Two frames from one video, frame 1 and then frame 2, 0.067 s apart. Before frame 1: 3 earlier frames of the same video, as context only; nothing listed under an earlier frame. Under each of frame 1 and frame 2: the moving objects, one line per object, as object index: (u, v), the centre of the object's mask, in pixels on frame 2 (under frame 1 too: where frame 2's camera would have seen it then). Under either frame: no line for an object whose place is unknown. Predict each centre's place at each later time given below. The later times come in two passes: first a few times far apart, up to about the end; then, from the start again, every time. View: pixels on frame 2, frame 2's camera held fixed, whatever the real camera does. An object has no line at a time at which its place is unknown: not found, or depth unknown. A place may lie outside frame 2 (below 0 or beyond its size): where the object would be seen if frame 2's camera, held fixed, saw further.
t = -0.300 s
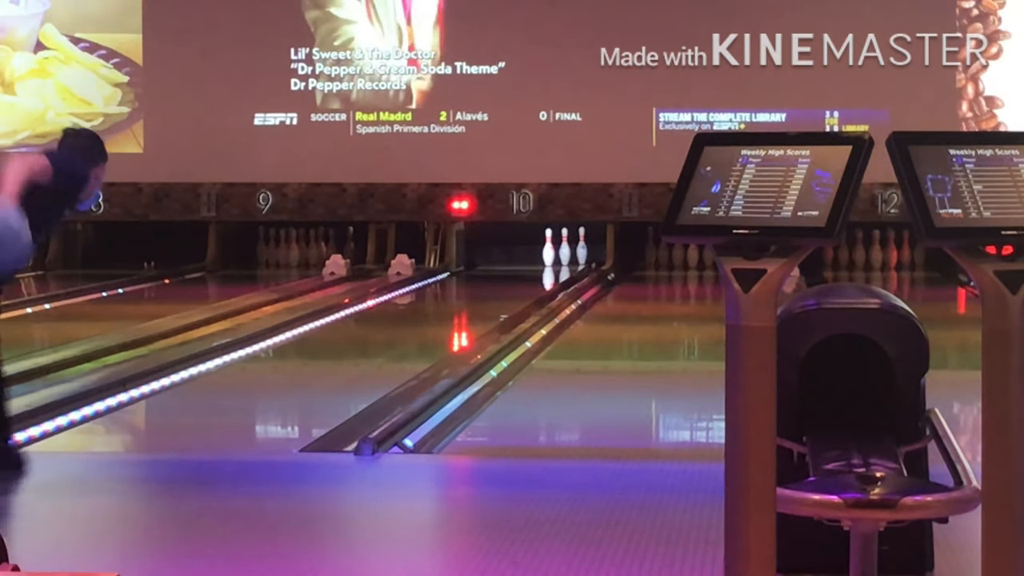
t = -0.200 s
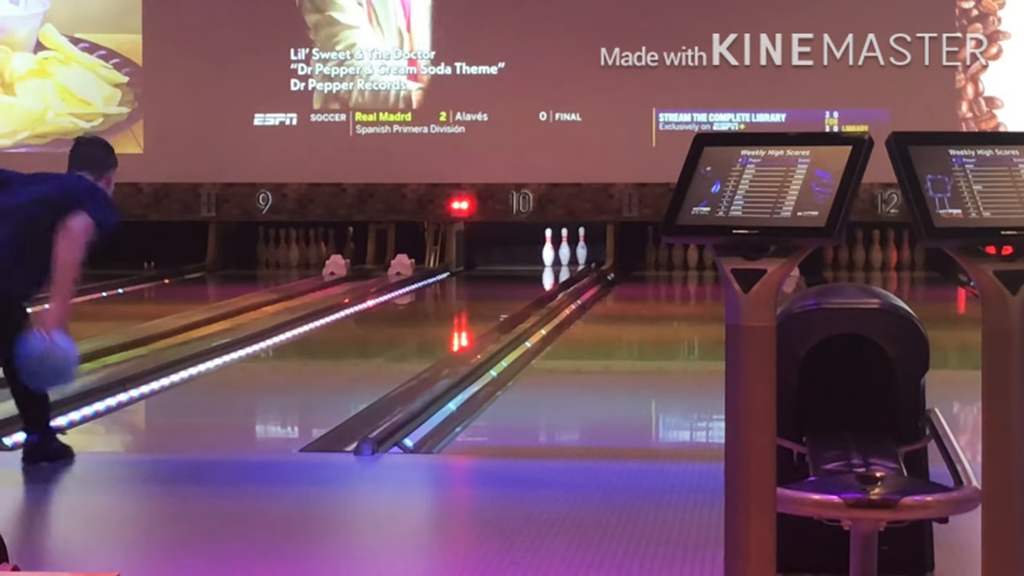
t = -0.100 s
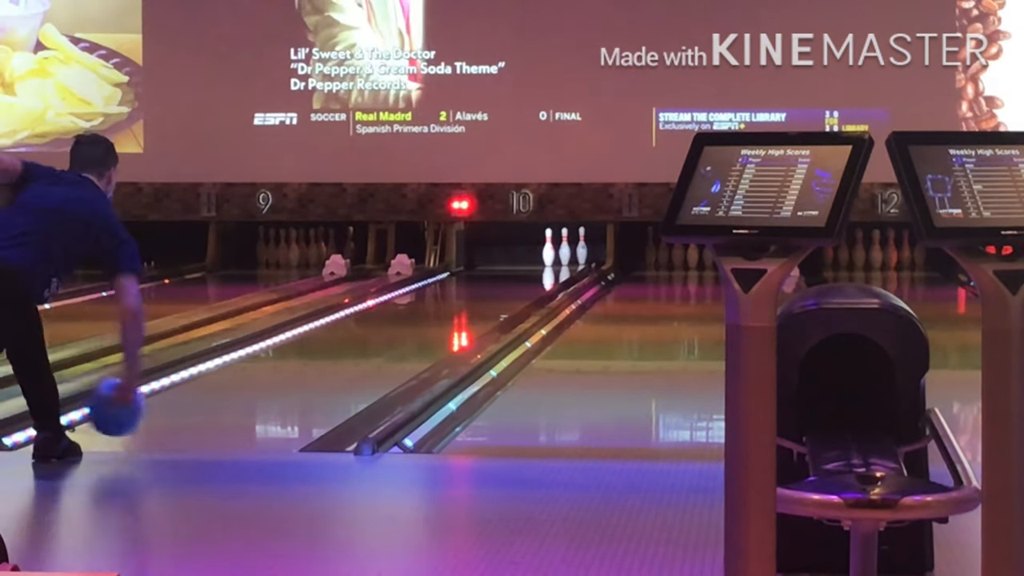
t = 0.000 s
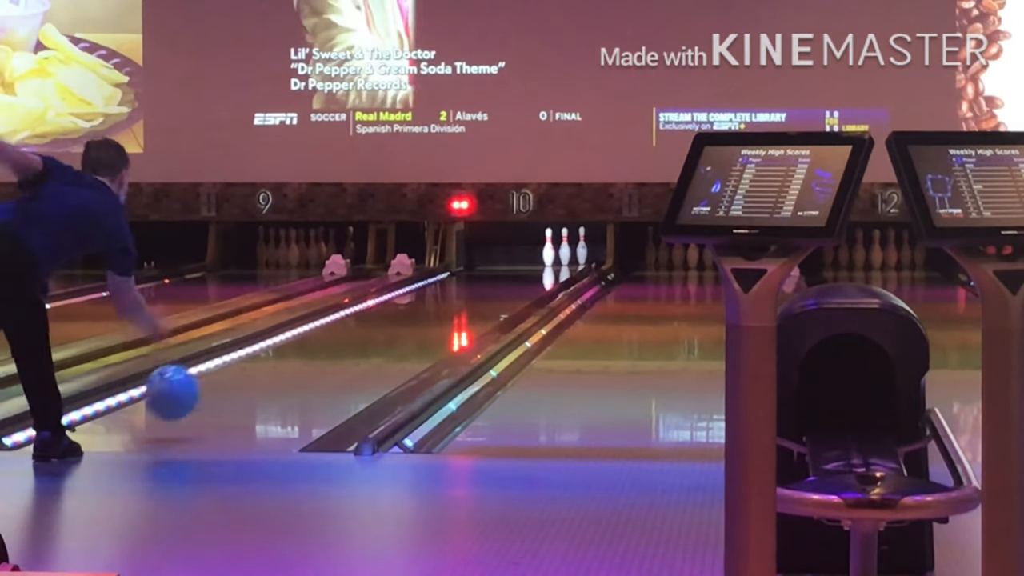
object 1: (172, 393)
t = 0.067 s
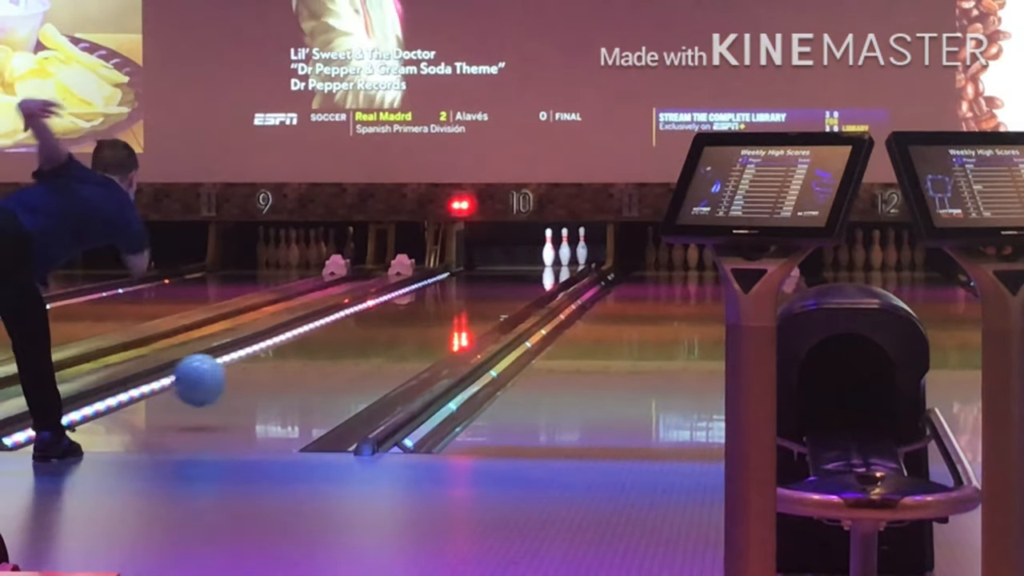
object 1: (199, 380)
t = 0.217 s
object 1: (254, 380)
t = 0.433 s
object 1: (318, 358)
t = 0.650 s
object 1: (369, 338)
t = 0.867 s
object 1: (410, 322)
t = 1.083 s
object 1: (444, 309)
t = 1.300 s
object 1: (474, 298)
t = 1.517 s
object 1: (497, 288)
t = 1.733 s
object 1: (516, 279)
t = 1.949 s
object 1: (532, 272)
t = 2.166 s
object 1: (544, 266)
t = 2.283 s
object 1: (550, 264)
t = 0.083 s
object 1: (206, 379)
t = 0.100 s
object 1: (212, 378)
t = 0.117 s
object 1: (219, 378)
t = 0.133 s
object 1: (225, 379)
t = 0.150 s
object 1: (231, 380)
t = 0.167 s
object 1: (236, 382)
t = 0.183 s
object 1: (243, 385)
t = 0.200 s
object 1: (248, 383)
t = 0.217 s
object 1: (254, 380)
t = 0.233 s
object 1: (260, 377)
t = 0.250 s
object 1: (265, 375)
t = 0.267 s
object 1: (270, 373)
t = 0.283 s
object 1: (276, 373)
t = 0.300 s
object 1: (280, 371)
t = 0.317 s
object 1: (286, 369)
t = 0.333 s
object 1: (290, 368)
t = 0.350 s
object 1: (295, 366)
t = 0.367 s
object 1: (300, 364)
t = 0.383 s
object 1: (304, 362)
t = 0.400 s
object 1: (309, 361)
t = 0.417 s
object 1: (313, 359)
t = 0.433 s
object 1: (318, 358)
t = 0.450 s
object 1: (322, 356)
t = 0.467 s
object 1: (327, 354)
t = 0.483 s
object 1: (331, 352)
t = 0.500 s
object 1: (334, 351)
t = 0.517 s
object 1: (338, 350)
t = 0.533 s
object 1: (343, 348)
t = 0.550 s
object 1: (347, 346)
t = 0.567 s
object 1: (351, 345)
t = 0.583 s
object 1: (355, 344)
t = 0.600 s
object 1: (359, 342)
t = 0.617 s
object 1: (362, 341)
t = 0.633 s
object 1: (365, 340)
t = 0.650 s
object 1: (369, 338)
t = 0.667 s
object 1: (372, 337)
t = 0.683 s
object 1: (376, 335)
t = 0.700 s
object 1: (379, 334)
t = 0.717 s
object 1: (382, 333)
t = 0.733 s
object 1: (386, 332)
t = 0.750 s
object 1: (390, 331)
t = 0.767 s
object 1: (393, 330)
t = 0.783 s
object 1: (396, 328)
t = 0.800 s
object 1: (399, 327)
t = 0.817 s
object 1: (402, 326)
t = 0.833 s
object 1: (404, 324)
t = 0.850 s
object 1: (407, 324)
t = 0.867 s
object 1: (410, 322)
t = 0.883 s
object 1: (413, 321)
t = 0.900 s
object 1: (416, 320)
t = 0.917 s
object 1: (419, 319)
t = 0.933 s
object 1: (422, 318)
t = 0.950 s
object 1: (424, 317)
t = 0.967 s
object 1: (427, 316)
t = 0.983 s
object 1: (430, 315)
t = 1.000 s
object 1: (432, 314)
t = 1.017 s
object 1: (434, 313)
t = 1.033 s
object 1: (437, 312)
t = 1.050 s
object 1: (439, 311)
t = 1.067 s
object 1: (442, 310)
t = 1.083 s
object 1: (444, 309)
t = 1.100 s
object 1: (446, 308)
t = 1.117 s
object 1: (449, 307)
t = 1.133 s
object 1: (451, 306)
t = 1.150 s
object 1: (454, 305)
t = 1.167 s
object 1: (456, 304)
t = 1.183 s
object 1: (458, 303)
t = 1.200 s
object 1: (460, 302)
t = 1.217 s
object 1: (463, 302)
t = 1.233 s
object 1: (465, 301)
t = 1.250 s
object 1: (466, 300)
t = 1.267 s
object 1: (469, 299)
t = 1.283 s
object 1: (471, 299)
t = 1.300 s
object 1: (474, 298)
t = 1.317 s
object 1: (476, 297)
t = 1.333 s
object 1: (477, 296)
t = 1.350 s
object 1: (479, 296)
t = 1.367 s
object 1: (480, 295)
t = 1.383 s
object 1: (482, 294)
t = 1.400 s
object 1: (484, 293)
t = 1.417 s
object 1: (486, 293)
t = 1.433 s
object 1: (487, 291)
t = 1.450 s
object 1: (489, 291)
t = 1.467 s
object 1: (492, 290)
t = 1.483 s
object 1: (494, 289)
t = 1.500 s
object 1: (495, 289)
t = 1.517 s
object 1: (497, 288)
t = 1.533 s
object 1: (498, 287)
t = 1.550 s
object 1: (500, 287)
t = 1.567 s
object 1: (501, 286)
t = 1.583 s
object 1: (503, 285)
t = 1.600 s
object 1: (504, 285)
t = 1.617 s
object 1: (506, 285)
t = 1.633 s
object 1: (508, 285)
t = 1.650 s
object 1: (510, 283)
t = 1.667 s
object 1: (511, 282)
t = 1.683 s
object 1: (512, 282)
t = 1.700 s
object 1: (514, 281)
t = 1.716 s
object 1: (515, 280)
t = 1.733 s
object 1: (516, 279)
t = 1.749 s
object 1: (518, 279)
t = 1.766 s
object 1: (519, 278)
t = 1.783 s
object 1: (520, 278)
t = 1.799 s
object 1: (522, 277)
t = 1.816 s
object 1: (524, 276)
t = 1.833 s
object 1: (525, 276)
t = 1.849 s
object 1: (526, 275)
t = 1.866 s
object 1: (527, 275)
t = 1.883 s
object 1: (529, 274)
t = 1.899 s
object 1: (530, 273)
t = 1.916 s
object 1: (531, 273)
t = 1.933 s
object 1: (532, 273)
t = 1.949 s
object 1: (532, 272)
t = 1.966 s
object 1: (533, 272)
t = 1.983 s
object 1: (535, 271)
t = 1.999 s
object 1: (536, 270)
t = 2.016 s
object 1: (536, 270)
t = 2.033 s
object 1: (538, 270)
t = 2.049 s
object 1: (539, 269)
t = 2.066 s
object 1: (540, 268)
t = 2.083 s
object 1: (541, 268)
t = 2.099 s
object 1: (542, 268)
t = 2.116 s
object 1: (542, 267)
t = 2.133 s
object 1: (543, 267)
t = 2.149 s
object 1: (544, 267)
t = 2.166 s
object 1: (544, 266)
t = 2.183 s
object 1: (546, 266)
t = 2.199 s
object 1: (547, 265)
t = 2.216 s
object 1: (548, 265)
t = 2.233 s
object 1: (548, 264)
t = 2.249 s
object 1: (549, 265)
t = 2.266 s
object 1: (550, 264)
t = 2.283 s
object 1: (550, 264)
